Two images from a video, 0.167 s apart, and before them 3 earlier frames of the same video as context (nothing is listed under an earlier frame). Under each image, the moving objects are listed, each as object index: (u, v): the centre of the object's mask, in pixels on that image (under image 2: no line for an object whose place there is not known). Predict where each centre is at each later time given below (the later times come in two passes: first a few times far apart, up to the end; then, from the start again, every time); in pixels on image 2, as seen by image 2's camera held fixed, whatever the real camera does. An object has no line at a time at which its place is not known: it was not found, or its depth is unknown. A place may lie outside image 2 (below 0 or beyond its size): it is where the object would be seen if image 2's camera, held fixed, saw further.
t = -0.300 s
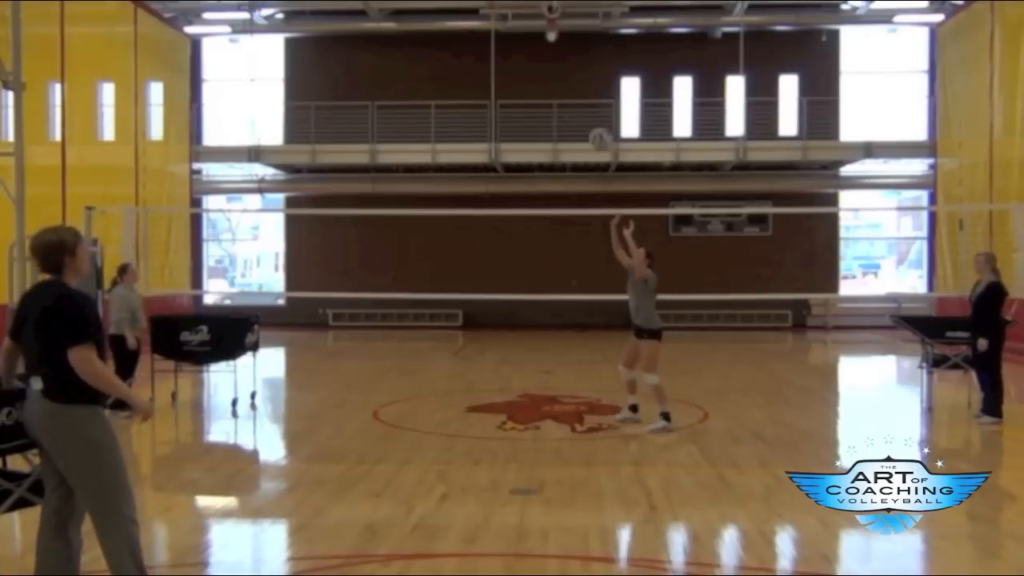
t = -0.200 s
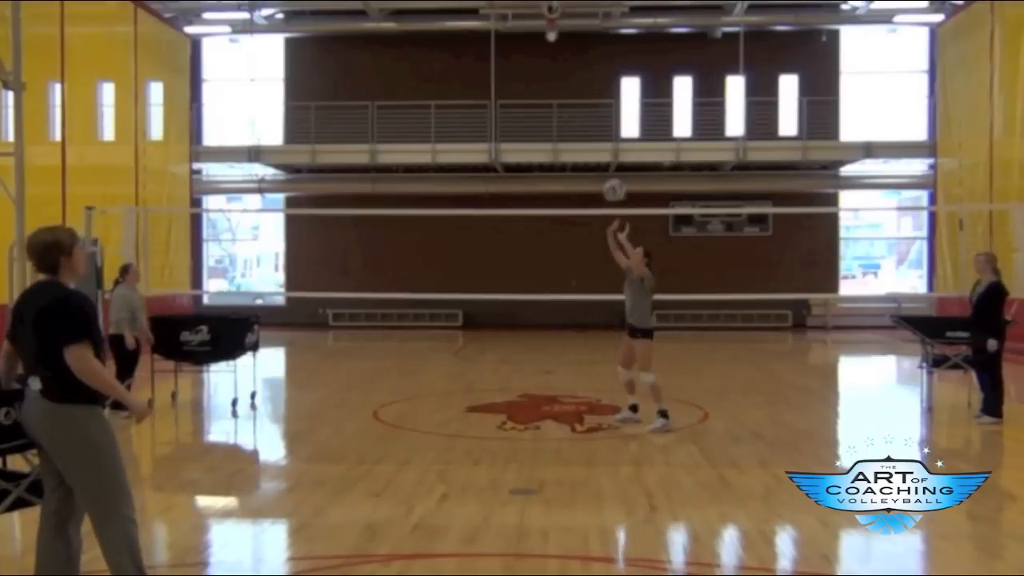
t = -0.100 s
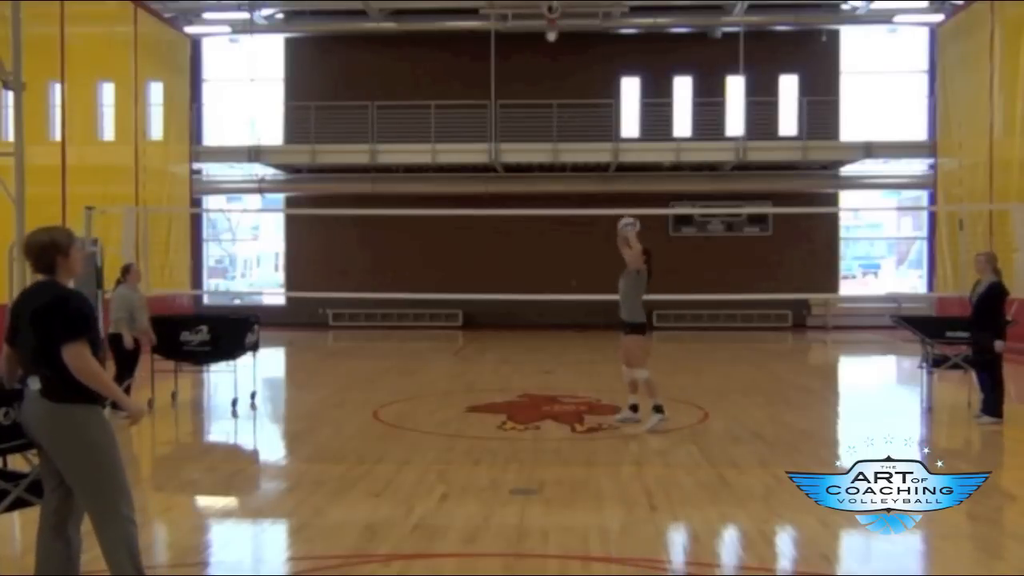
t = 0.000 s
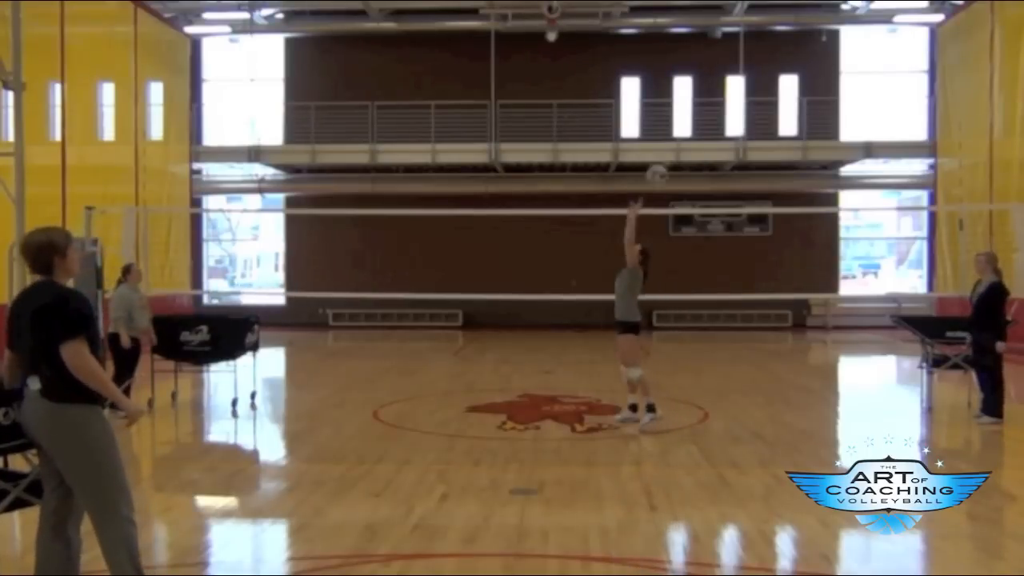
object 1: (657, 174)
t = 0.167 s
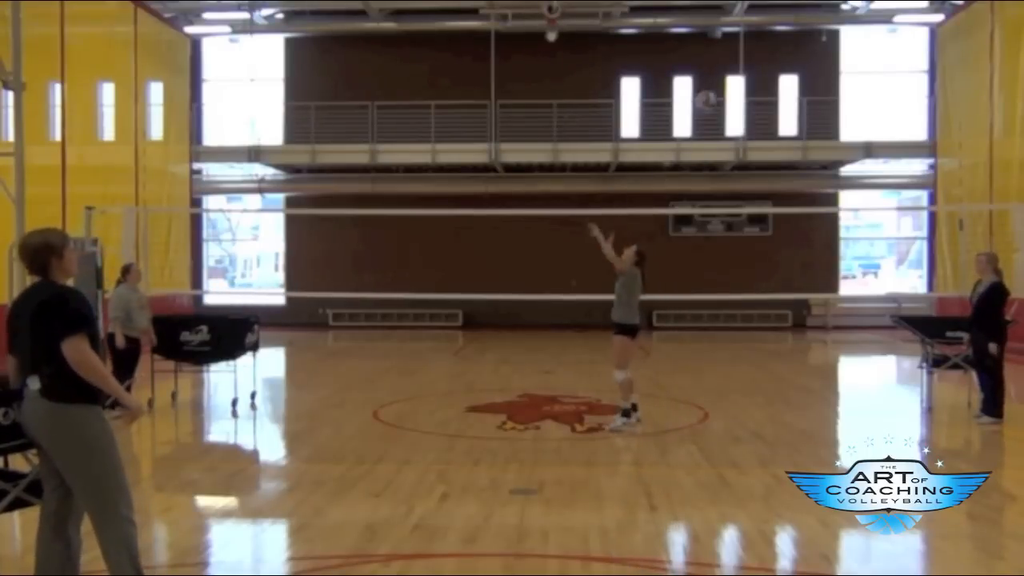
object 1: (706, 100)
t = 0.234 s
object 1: (724, 79)
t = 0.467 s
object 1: (790, 39)
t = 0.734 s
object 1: (862, 56)
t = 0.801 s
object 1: (879, 71)
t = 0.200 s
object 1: (714, 89)
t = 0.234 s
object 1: (724, 79)
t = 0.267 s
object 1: (735, 69)
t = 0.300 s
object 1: (744, 62)
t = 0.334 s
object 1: (753, 55)
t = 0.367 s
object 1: (762, 49)
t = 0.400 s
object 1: (772, 44)
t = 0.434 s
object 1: (781, 41)
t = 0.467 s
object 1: (790, 39)
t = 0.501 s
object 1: (800, 37)
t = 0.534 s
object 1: (808, 37)
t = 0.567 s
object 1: (817, 37)
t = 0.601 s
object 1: (826, 39)
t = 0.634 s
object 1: (833, 40)
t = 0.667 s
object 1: (843, 46)
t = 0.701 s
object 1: (853, 50)
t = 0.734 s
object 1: (862, 56)
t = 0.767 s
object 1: (870, 64)
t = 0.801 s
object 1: (879, 71)
